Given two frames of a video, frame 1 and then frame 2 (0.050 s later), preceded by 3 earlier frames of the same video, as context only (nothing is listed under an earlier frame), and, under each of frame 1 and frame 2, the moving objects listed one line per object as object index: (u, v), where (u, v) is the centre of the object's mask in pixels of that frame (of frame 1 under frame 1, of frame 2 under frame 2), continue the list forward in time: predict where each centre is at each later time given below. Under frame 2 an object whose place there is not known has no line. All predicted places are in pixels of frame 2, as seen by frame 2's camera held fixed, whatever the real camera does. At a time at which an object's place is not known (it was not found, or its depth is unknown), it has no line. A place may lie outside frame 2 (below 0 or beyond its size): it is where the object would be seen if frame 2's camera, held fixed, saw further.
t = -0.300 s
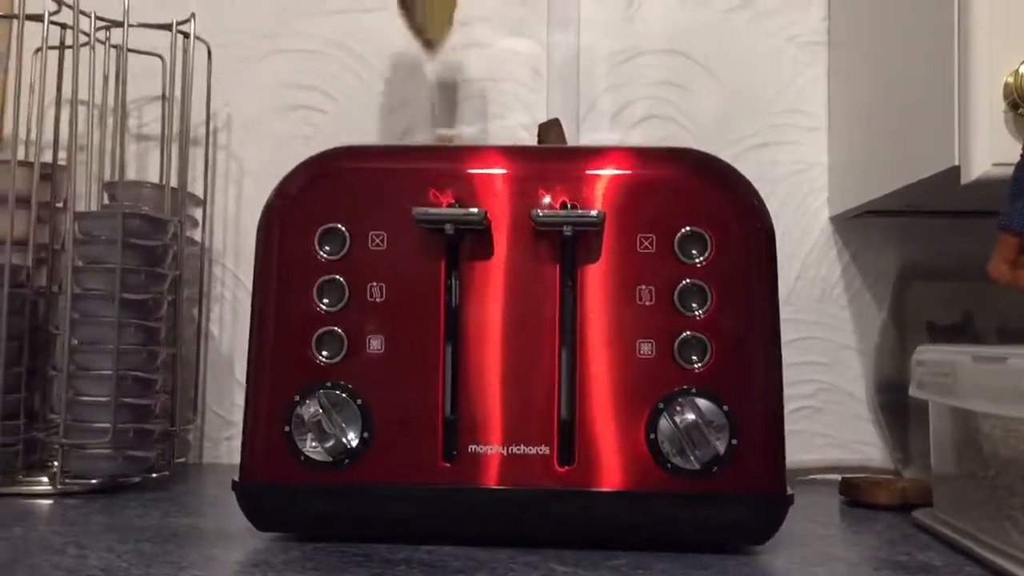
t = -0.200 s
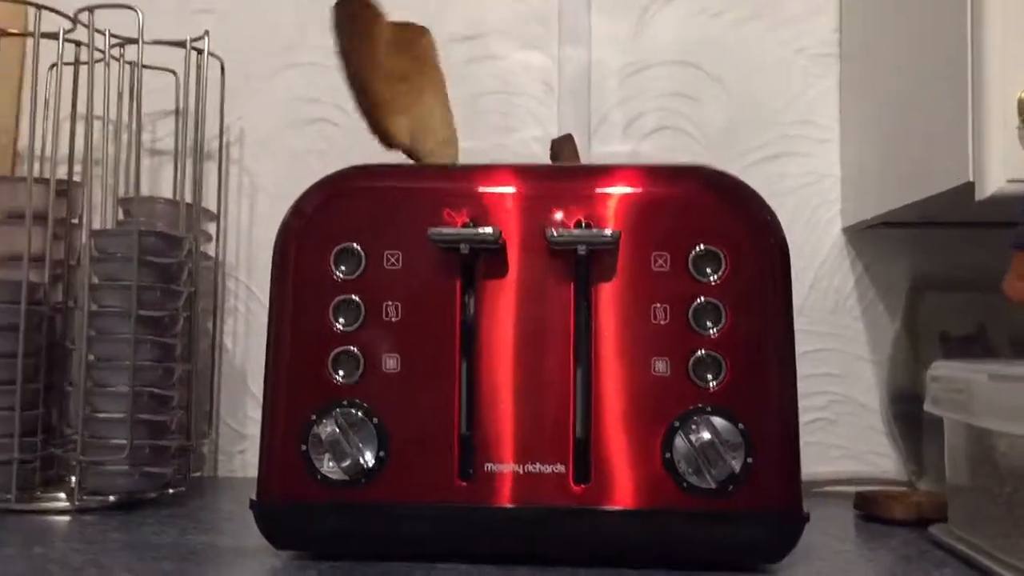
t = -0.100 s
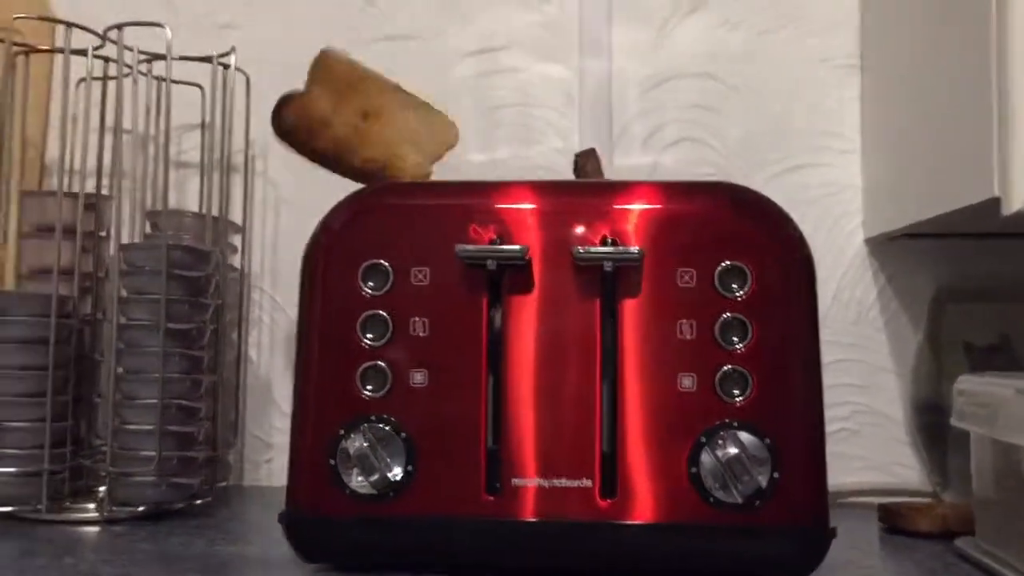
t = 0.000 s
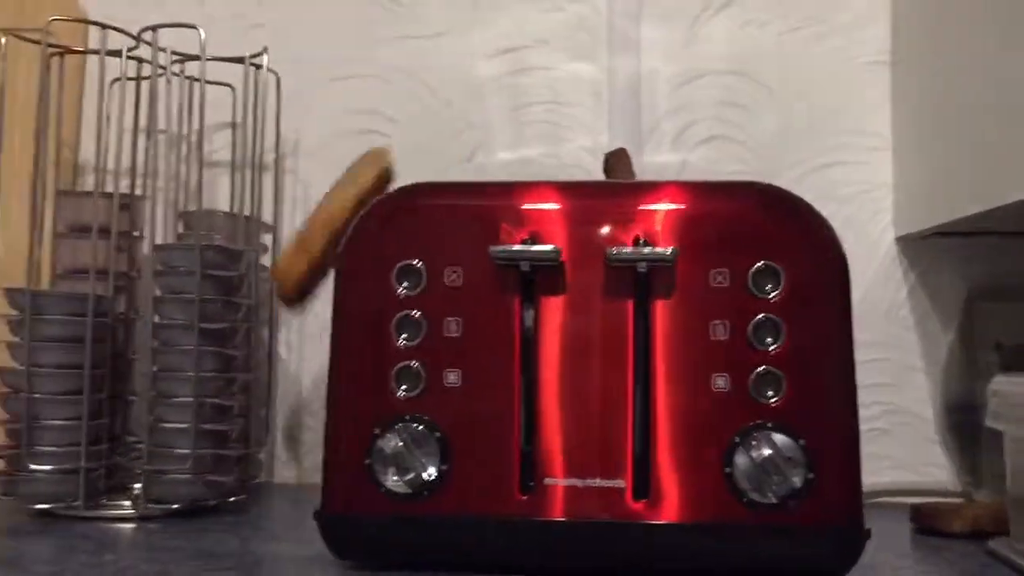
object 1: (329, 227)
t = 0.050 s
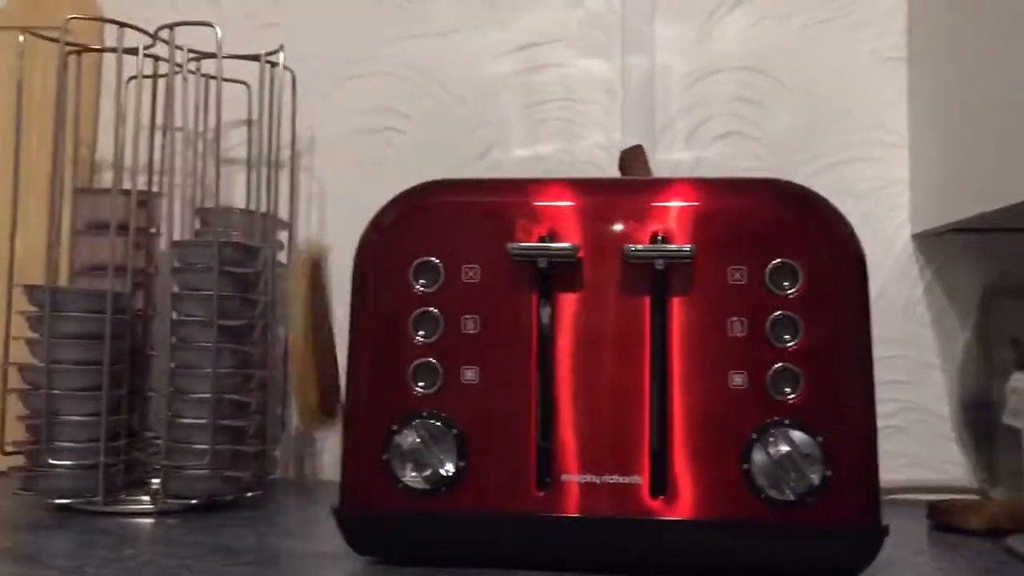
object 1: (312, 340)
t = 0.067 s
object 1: (298, 383)
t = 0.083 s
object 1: (284, 435)
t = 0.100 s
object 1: (268, 458)
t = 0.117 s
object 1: (254, 483)
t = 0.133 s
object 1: (251, 488)
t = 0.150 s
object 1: (246, 494)
